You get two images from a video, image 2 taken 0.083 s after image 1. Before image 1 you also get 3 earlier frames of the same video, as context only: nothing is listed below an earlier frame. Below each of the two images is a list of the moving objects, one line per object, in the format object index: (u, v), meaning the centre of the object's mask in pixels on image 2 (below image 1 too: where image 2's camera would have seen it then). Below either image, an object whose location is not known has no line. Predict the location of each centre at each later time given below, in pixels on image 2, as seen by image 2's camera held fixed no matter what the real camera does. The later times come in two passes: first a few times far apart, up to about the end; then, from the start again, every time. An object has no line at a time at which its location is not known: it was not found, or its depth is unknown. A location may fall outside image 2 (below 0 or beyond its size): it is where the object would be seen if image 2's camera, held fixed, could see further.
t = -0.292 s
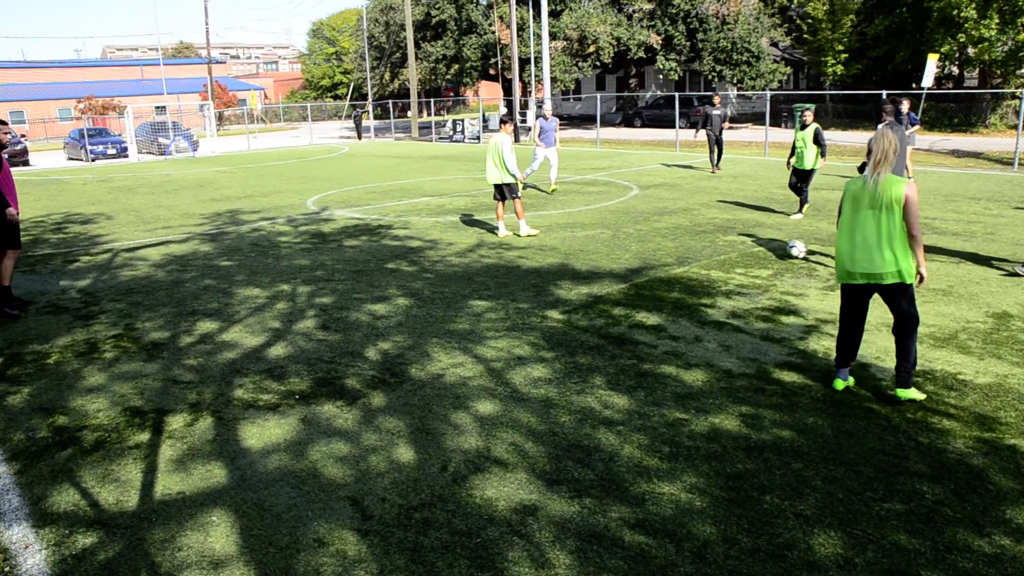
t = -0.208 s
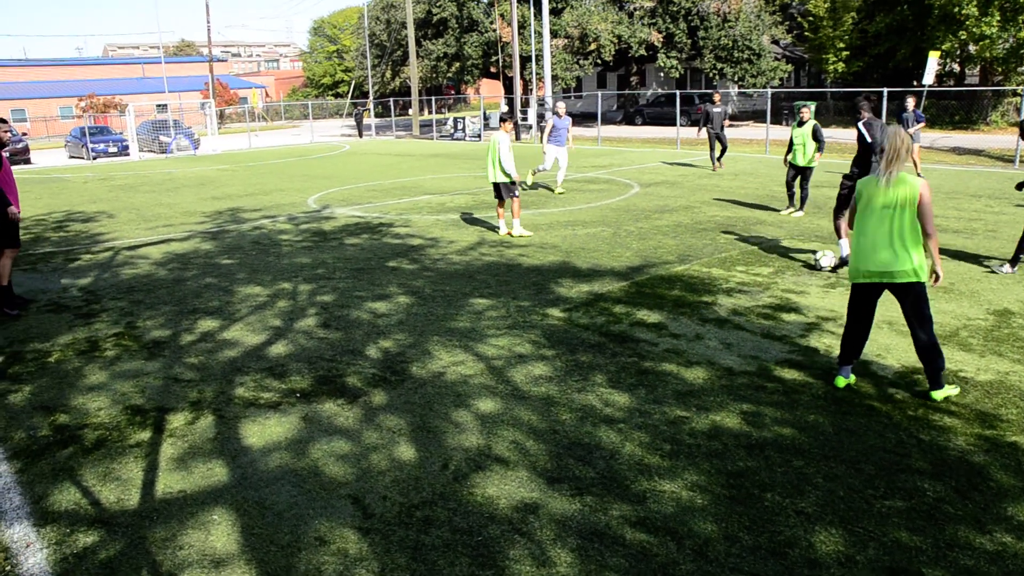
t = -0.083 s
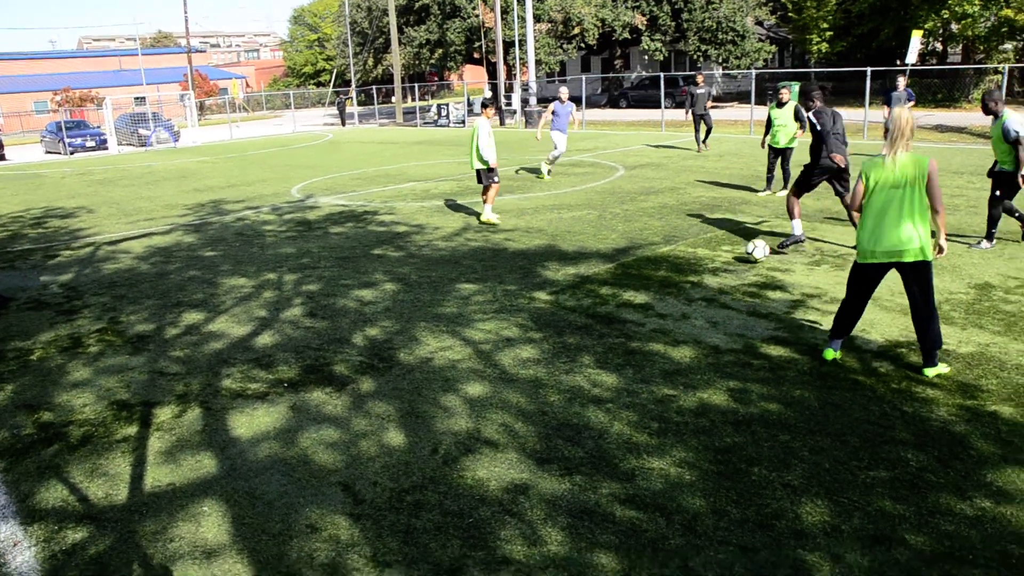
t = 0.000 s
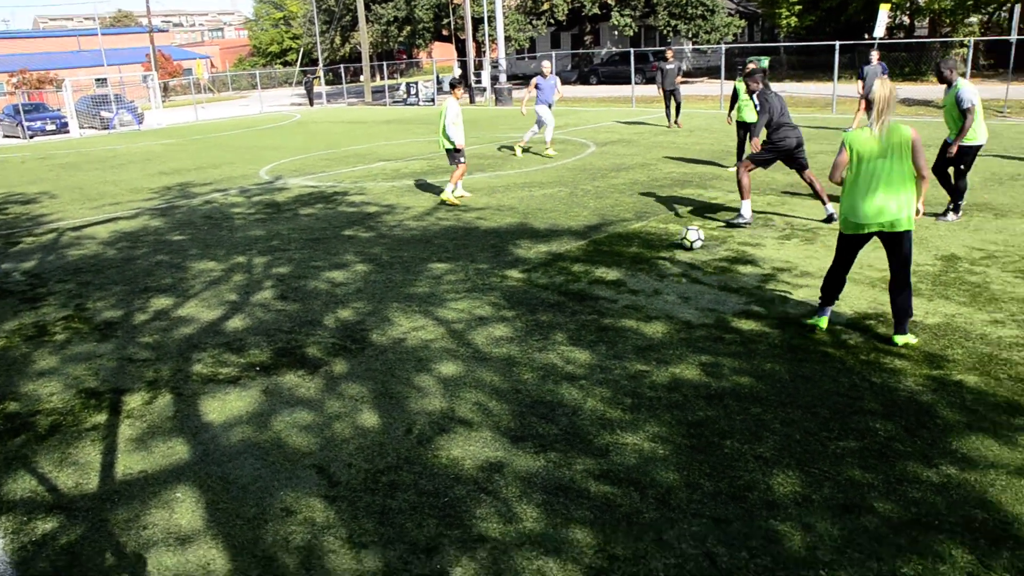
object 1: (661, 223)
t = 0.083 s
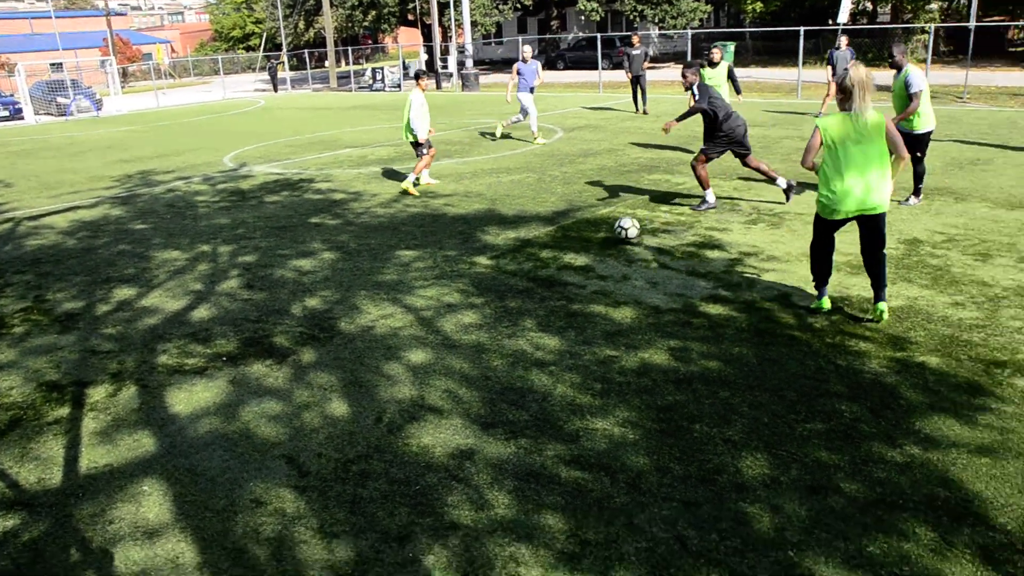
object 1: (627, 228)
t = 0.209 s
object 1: (572, 247)
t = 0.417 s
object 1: (487, 275)
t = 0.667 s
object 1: (372, 314)
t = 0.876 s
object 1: (257, 346)
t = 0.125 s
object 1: (609, 234)
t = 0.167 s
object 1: (590, 242)
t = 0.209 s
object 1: (572, 247)
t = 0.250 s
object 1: (556, 250)
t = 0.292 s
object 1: (539, 255)
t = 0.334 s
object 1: (522, 263)
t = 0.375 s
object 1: (505, 272)
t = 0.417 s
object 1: (487, 275)
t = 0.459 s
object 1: (468, 281)
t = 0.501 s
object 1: (451, 287)
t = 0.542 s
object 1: (432, 295)
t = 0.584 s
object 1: (413, 299)
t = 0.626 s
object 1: (393, 305)
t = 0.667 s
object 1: (372, 314)
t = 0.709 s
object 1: (350, 319)
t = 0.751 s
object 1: (328, 323)
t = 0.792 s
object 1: (305, 333)
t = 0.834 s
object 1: (282, 341)
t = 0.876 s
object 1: (257, 346)
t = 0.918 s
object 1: (233, 355)
